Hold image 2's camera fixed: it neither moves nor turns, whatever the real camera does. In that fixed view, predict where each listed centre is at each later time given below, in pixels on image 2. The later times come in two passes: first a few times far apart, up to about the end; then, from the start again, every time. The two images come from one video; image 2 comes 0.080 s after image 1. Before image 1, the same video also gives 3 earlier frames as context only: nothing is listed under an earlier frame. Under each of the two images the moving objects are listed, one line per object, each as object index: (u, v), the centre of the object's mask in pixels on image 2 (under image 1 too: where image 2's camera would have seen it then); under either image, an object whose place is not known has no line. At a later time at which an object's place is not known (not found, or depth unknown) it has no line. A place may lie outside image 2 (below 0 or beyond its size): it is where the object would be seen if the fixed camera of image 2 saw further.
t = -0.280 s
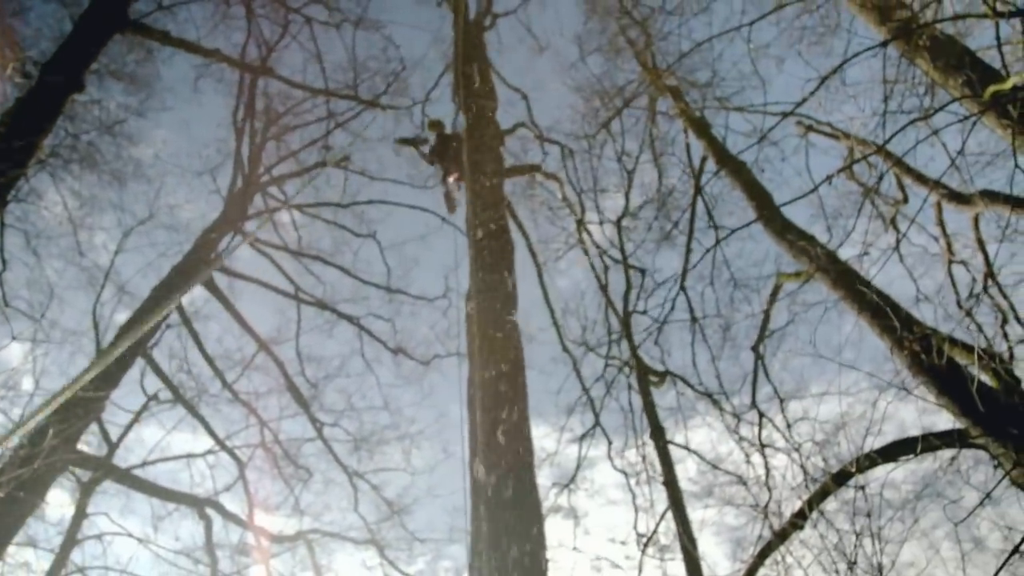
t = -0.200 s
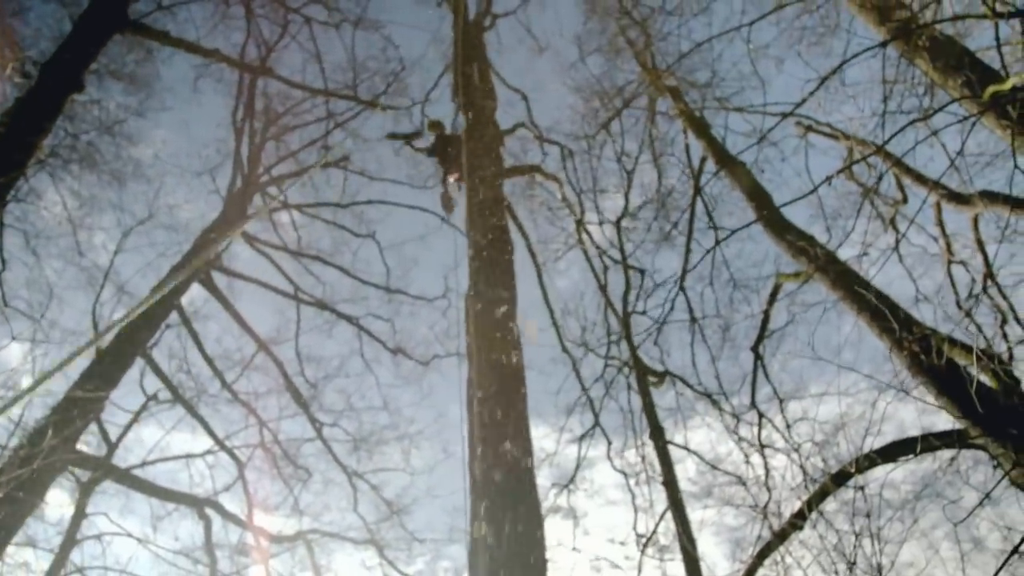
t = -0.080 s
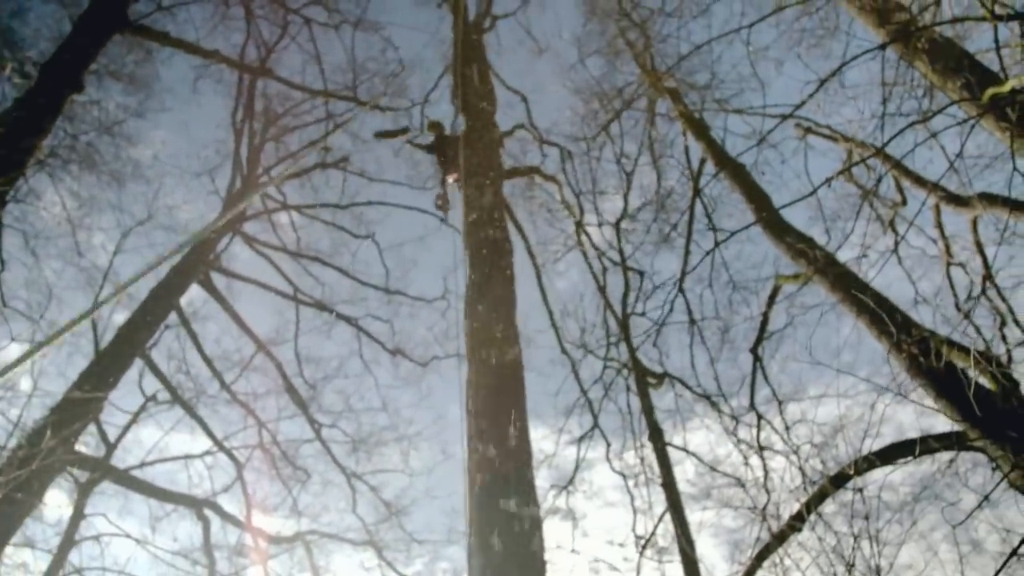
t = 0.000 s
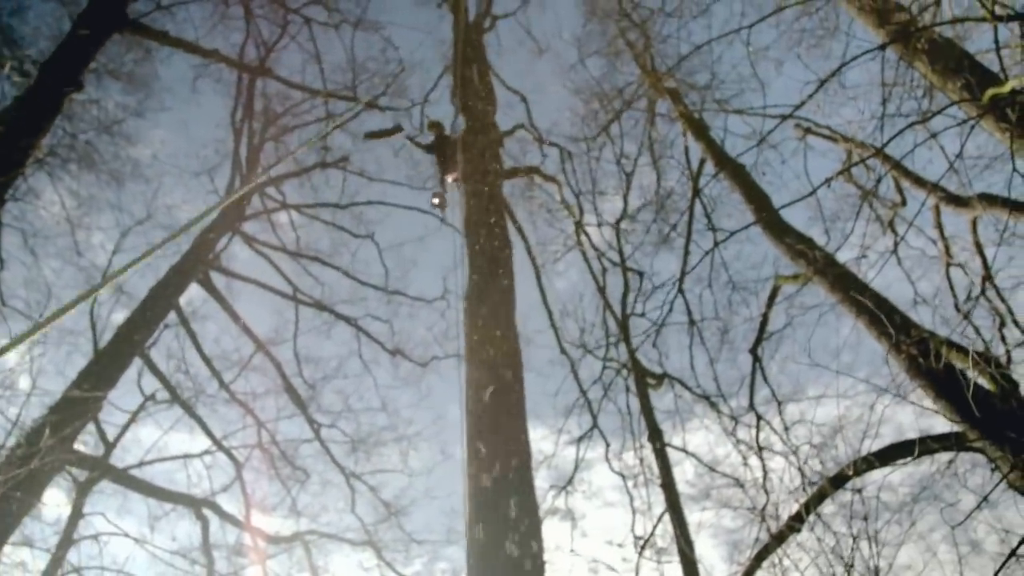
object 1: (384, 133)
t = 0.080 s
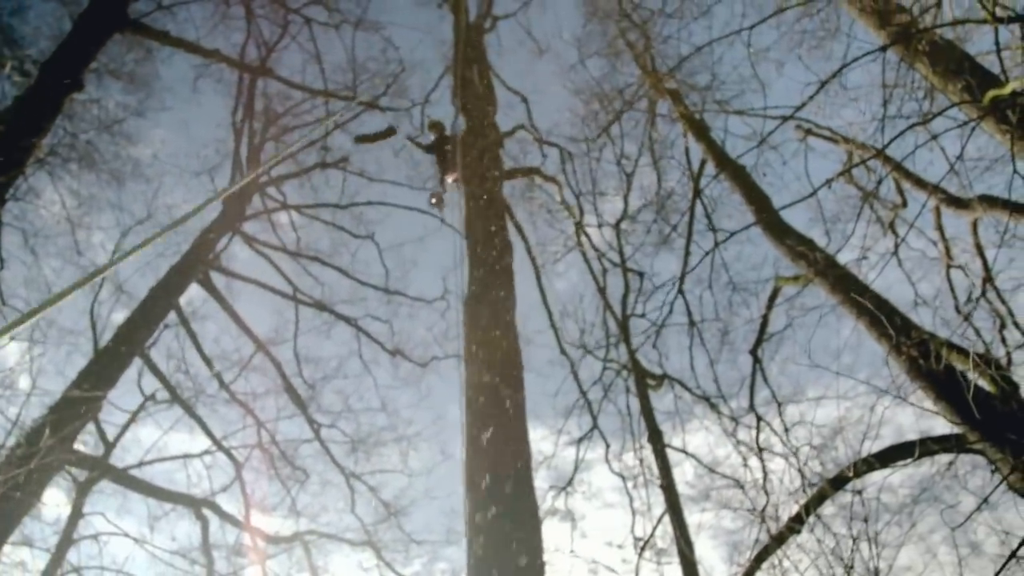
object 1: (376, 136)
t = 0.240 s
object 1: (356, 150)
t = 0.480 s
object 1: (308, 210)
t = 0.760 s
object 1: (175, 440)
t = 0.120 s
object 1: (372, 138)
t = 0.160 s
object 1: (366, 141)
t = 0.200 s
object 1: (361, 145)
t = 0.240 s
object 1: (356, 150)
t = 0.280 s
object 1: (347, 159)
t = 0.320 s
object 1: (342, 164)
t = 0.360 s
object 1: (335, 172)
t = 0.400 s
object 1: (328, 183)
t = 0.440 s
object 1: (320, 195)
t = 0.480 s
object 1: (308, 210)
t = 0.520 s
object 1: (297, 227)
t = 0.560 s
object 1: (285, 247)
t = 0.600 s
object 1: (267, 274)
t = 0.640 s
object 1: (251, 302)
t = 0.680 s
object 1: (232, 338)
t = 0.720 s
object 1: (204, 385)
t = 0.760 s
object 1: (175, 440)
